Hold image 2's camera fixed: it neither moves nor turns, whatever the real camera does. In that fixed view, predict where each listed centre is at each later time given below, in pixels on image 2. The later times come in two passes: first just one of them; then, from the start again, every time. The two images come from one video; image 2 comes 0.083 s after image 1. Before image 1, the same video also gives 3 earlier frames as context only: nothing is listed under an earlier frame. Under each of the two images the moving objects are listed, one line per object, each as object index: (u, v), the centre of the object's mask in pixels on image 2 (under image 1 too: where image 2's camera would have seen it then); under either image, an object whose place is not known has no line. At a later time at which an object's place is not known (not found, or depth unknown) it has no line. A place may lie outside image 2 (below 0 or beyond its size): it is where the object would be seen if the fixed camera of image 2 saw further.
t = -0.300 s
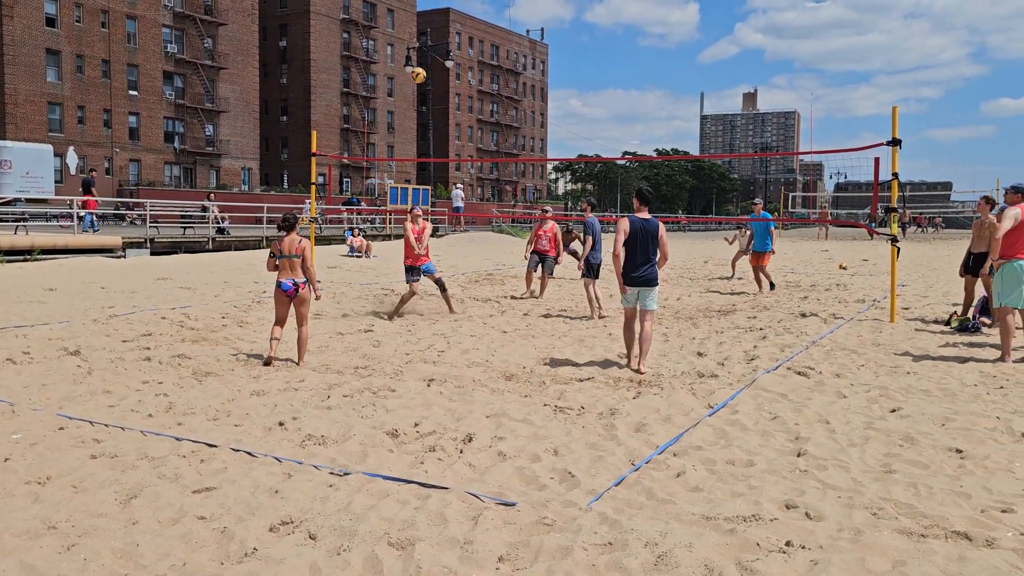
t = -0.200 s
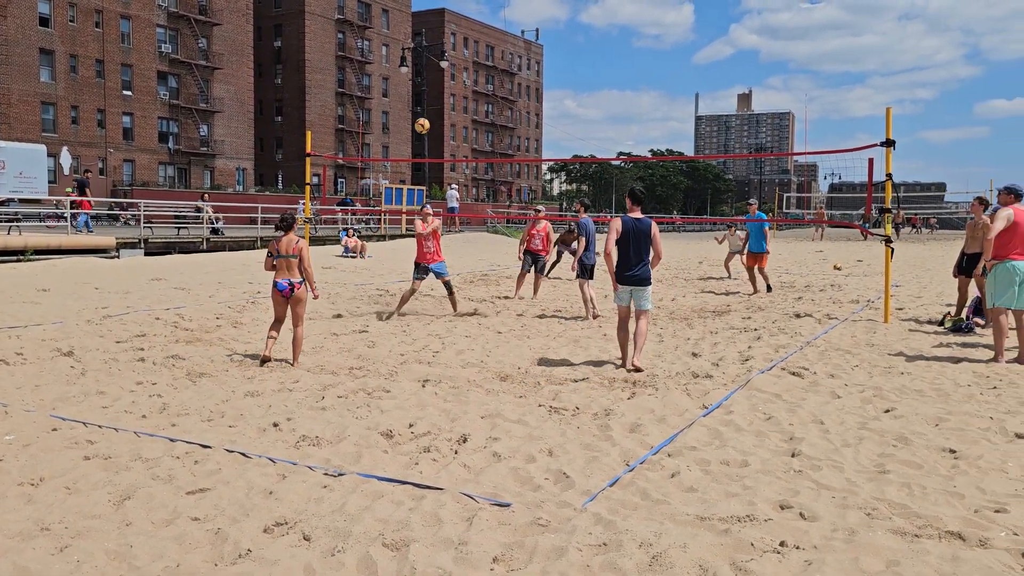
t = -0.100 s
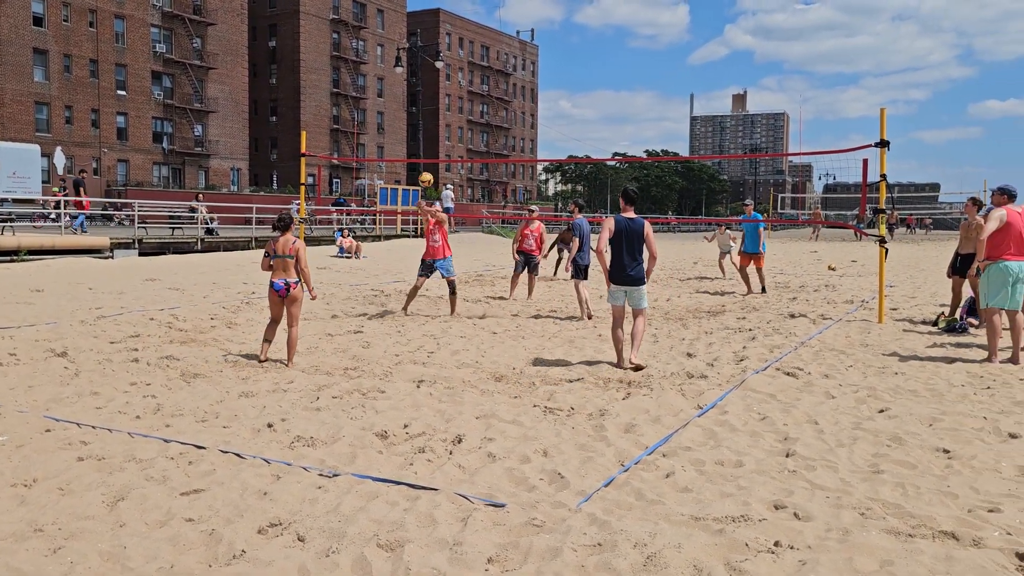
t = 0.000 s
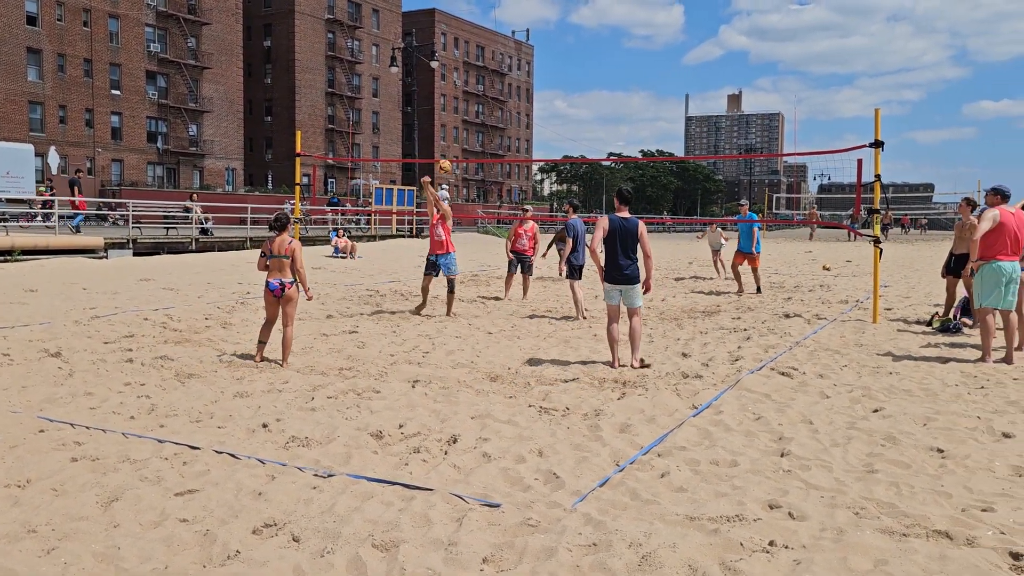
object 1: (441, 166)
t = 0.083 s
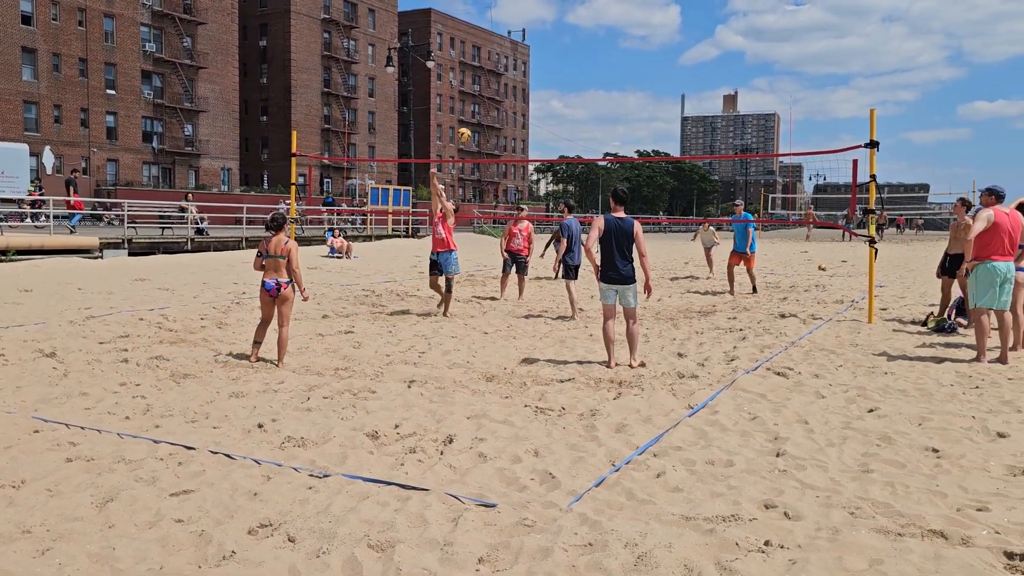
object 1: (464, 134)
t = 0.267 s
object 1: (511, 87)
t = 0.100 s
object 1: (469, 129)
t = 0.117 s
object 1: (473, 124)
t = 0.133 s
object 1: (477, 119)
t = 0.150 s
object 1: (482, 114)
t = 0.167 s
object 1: (486, 109)
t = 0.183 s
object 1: (490, 105)
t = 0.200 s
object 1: (494, 101)
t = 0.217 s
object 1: (499, 97)
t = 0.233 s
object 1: (503, 93)
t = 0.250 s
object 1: (507, 90)
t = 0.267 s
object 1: (511, 87)
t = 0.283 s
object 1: (515, 83)
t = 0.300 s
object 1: (519, 81)
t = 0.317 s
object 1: (523, 79)
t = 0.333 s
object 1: (526, 76)
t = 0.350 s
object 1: (530, 74)
